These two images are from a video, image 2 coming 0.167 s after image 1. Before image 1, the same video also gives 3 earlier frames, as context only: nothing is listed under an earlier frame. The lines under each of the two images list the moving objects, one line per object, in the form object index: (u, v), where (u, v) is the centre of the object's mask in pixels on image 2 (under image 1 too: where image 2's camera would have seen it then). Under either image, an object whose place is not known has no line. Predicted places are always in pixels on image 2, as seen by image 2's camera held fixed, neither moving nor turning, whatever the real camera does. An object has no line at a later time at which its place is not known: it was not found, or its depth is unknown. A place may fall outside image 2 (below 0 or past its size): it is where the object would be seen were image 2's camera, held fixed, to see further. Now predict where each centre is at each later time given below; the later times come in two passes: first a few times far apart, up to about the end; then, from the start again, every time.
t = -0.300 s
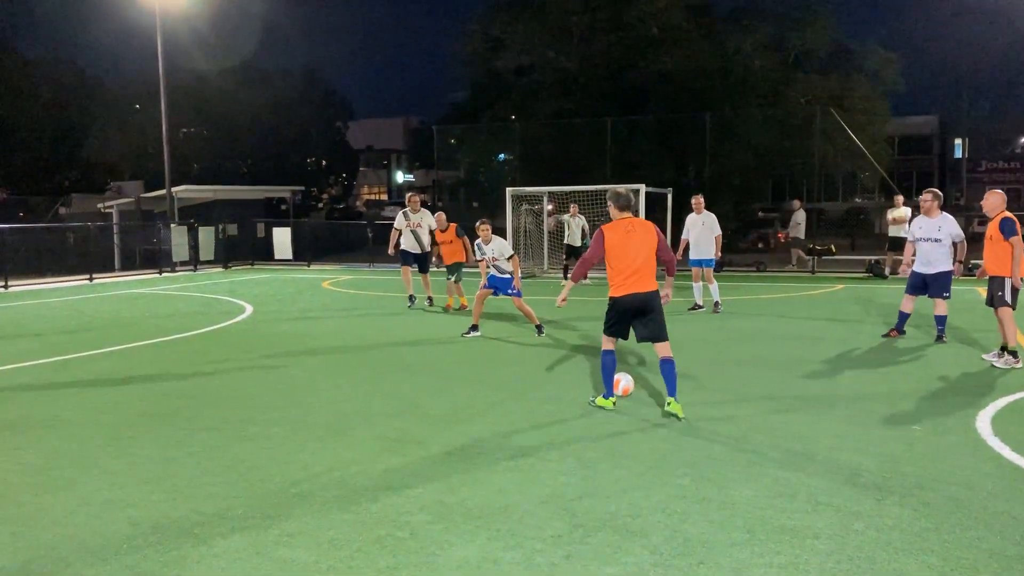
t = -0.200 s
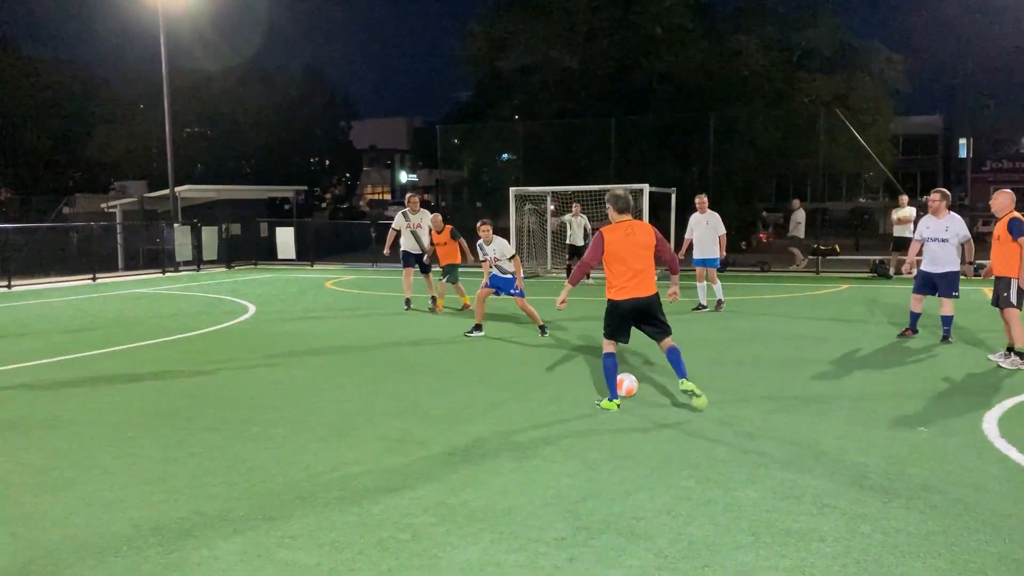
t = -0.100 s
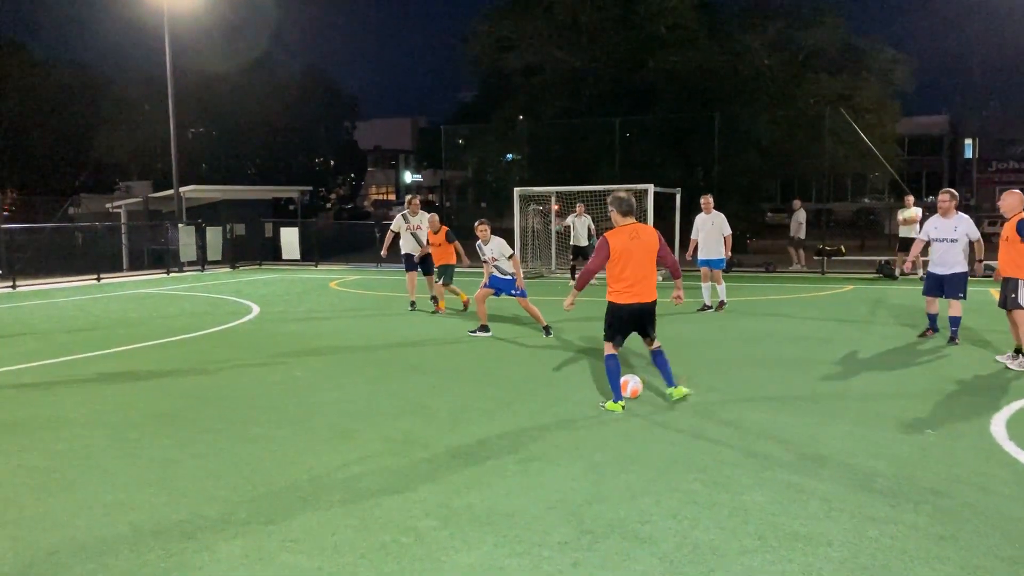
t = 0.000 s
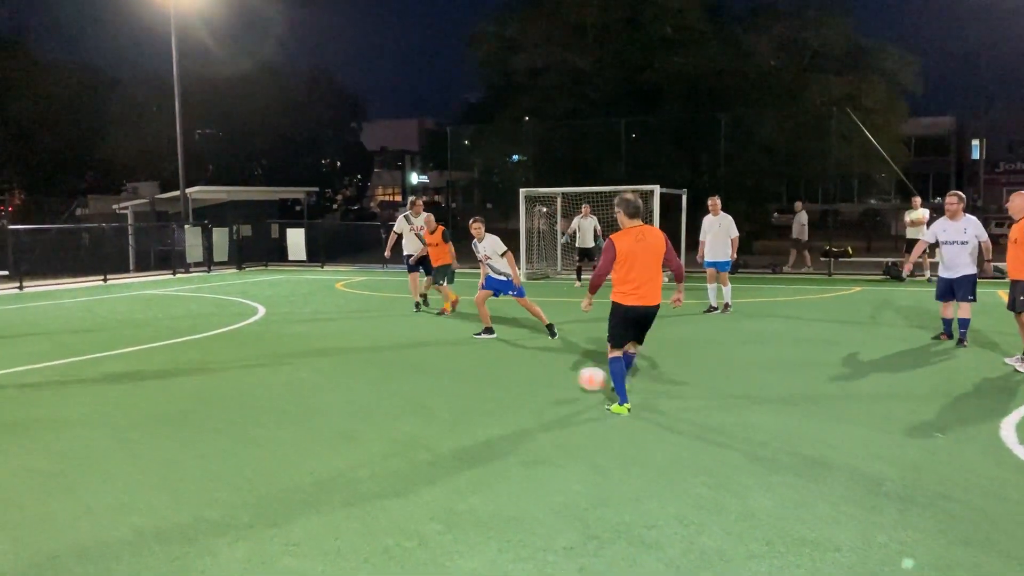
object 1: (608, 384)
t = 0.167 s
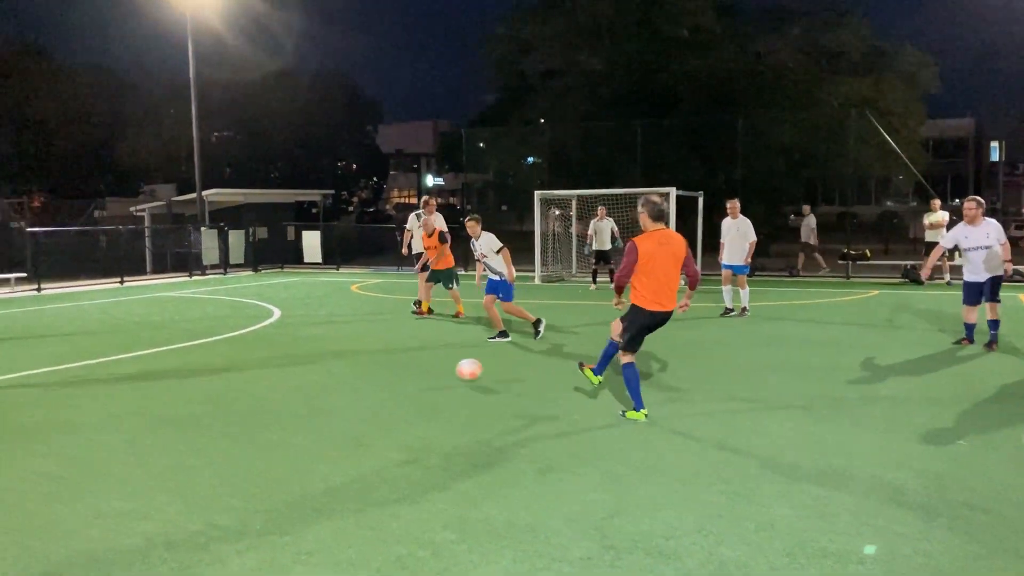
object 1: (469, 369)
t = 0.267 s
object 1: (404, 364)
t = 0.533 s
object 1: (280, 355)
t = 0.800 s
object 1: (196, 347)
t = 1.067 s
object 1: (127, 340)
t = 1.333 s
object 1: (69, 334)
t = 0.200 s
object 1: (445, 370)
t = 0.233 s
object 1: (423, 368)
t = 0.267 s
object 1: (404, 364)
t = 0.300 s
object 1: (385, 362)
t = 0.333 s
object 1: (368, 361)
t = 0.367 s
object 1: (350, 360)
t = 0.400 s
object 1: (335, 360)
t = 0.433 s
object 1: (320, 357)
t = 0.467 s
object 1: (306, 356)
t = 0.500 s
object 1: (293, 356)
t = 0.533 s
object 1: (280, 355)
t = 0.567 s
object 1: (268, 353)
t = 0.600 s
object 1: (256, 353)
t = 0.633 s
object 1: (246, 351)
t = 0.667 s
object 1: (235, 350)
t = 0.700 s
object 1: (225, 349)
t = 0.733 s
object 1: (215, 349)
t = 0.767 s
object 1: (205, 348)
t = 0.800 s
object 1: (196, 347)
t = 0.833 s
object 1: (187, 346)
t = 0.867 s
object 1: (178, 345)
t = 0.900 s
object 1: (169, 343)
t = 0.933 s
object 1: (161, 343)
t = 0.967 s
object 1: (152, 342)
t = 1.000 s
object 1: (143, 342)
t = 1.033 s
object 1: (135, 341)
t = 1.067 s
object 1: (127, 340)
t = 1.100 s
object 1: (119, 339)
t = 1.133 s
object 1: (112, 338)
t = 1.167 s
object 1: (104, 338)
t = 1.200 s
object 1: (97, 338)
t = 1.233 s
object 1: (90, 337)
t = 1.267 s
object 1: (82, 336)
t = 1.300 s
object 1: (76, 335)
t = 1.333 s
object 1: (69, 334)
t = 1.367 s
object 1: (62, 334)
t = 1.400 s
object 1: (55, 333)
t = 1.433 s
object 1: (49, 332)
